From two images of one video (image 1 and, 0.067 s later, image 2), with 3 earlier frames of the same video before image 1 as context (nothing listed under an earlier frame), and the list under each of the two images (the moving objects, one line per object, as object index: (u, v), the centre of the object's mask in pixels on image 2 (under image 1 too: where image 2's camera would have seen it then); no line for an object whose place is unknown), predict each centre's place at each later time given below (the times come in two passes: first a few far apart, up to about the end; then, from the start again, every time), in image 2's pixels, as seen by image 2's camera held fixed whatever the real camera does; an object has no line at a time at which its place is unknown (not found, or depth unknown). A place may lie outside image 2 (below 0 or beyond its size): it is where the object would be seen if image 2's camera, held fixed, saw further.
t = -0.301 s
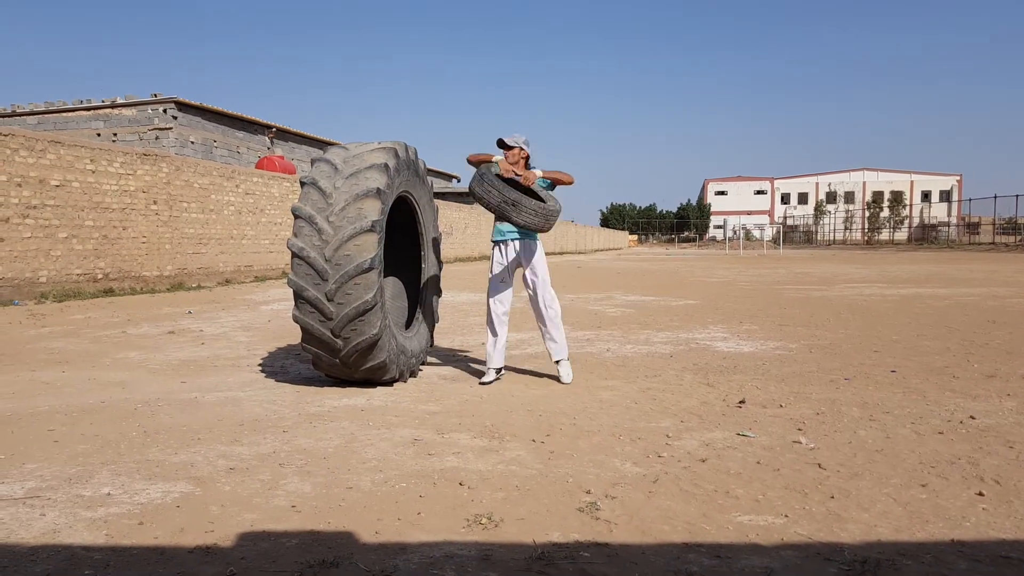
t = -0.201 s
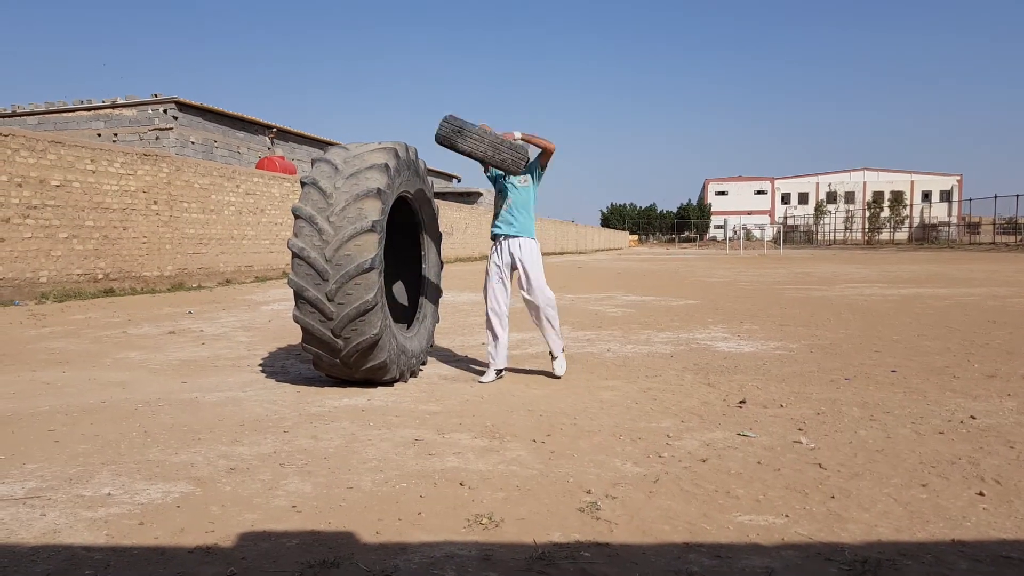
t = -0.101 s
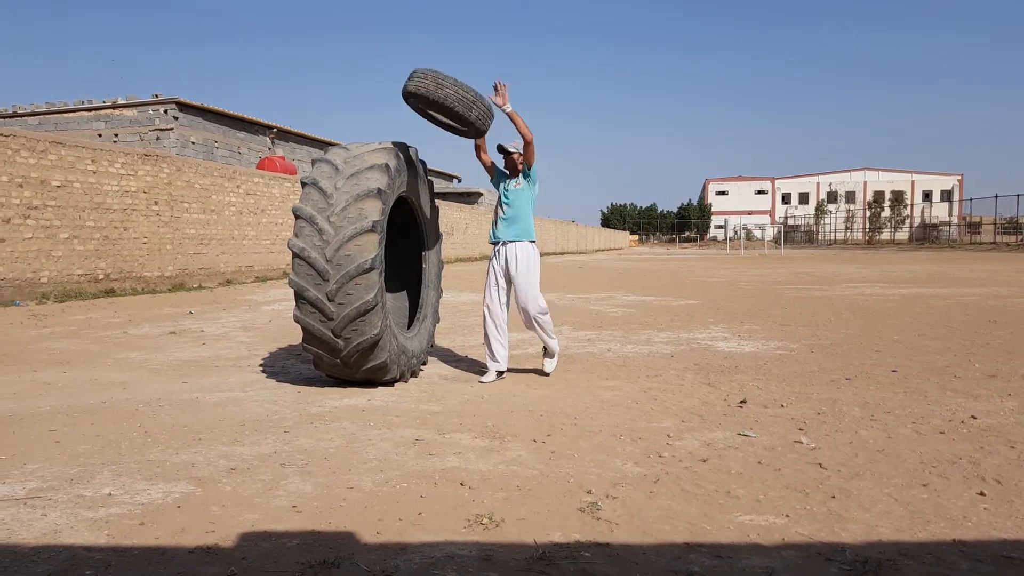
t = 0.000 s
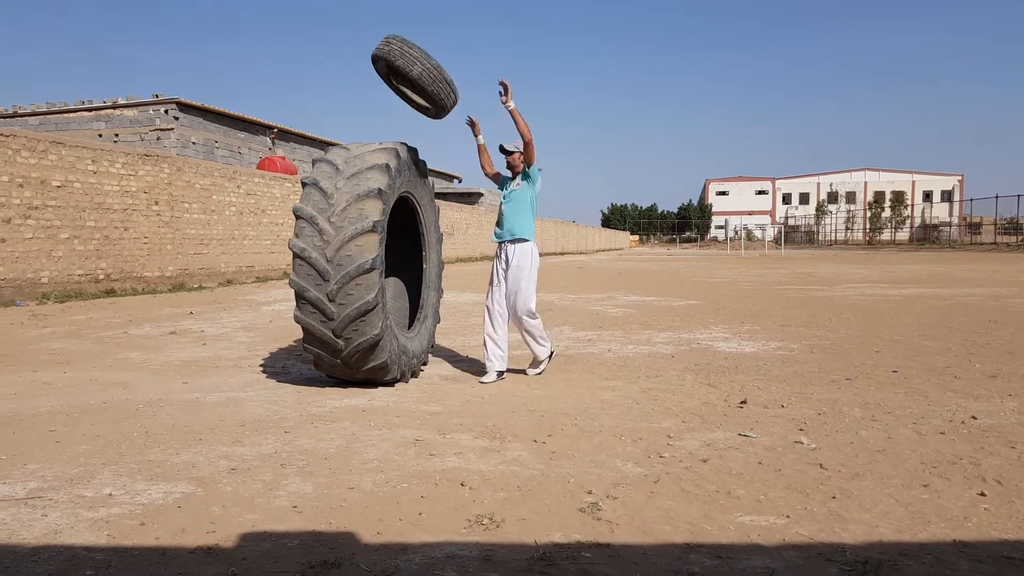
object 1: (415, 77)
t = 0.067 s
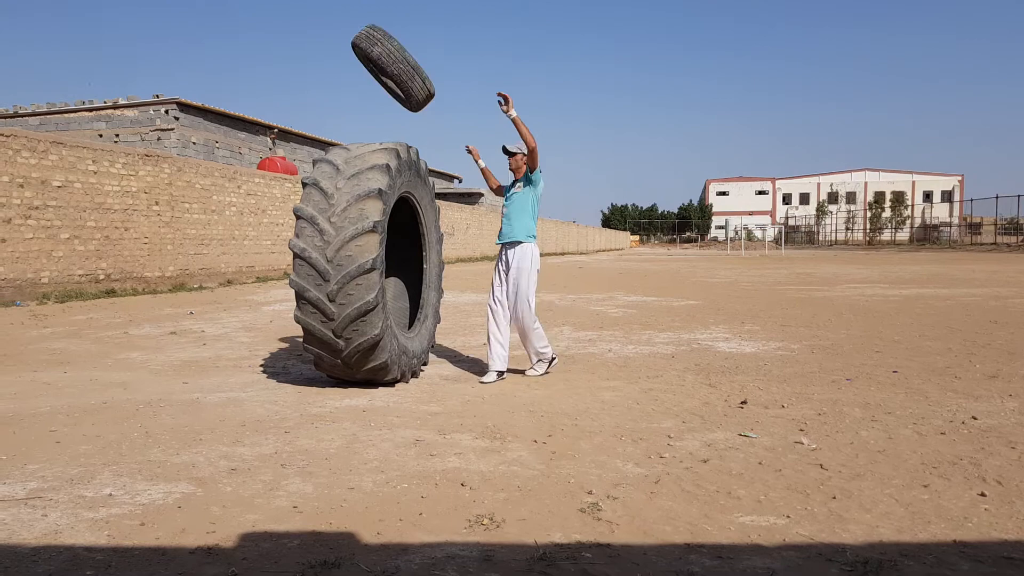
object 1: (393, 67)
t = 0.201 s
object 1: (349, 70)
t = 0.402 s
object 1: (288, 120)
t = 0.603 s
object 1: (231, 225)
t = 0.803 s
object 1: (180, 357)
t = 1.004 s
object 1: (133, 329)
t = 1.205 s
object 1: (93, 347)
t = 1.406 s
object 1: (85, 350)
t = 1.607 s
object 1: (86, 352)
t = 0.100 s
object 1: (382, 65)
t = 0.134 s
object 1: (371, 65)
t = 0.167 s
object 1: (360, 67)
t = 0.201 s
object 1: (349, 70)
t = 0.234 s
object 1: (339, 75)
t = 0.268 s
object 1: (328, 81)
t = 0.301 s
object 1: (318, 88)
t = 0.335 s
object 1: (308, 98)
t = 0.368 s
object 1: (298, 108)
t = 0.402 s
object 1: (288, 120)
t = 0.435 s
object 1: (278, 133)
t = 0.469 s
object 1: (268, 148)
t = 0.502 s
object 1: (259, 165)
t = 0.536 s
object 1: (250, 183)
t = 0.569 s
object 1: (240, 203)
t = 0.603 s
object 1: (231, 225)
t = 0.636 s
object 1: (222, 248)
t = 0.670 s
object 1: (212, 272)
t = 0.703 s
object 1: (203, 298)
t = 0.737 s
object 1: (194, 325)
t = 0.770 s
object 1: (186, 347)
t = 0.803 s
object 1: (180, 357)
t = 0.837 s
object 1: (170, 353)
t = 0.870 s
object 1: (163, 345)
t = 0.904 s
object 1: (155, 339)
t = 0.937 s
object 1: (148, 335)
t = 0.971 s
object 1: (140, 331)
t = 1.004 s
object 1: (133, 329)
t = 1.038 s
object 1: (126, 329)
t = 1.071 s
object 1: (119, 330)
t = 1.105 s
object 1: (112, 332)
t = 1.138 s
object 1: (105, 336)
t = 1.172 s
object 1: (99, 341)
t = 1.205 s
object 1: (93, 347)
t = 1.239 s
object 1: (89, 349)
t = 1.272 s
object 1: (86, 351)
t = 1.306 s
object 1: (85, 352)
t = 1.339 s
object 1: (84, 351)
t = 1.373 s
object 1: (84, 350)
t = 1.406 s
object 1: (85, 350)
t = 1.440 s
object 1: (86, 351)
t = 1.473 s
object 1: (87, 352)
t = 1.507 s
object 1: (86, 353)
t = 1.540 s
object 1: (85, 352)
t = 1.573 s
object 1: (86, 352)
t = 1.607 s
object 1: (86, 352)
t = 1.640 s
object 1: (87, 352)
